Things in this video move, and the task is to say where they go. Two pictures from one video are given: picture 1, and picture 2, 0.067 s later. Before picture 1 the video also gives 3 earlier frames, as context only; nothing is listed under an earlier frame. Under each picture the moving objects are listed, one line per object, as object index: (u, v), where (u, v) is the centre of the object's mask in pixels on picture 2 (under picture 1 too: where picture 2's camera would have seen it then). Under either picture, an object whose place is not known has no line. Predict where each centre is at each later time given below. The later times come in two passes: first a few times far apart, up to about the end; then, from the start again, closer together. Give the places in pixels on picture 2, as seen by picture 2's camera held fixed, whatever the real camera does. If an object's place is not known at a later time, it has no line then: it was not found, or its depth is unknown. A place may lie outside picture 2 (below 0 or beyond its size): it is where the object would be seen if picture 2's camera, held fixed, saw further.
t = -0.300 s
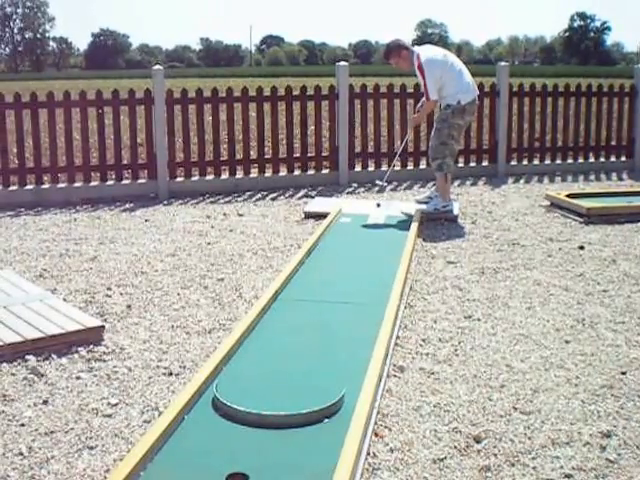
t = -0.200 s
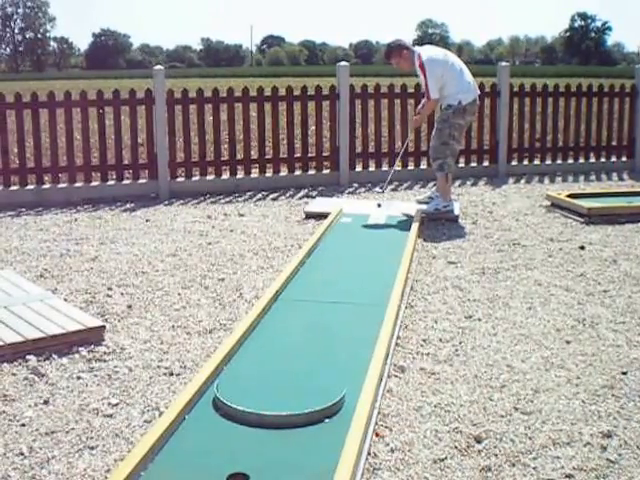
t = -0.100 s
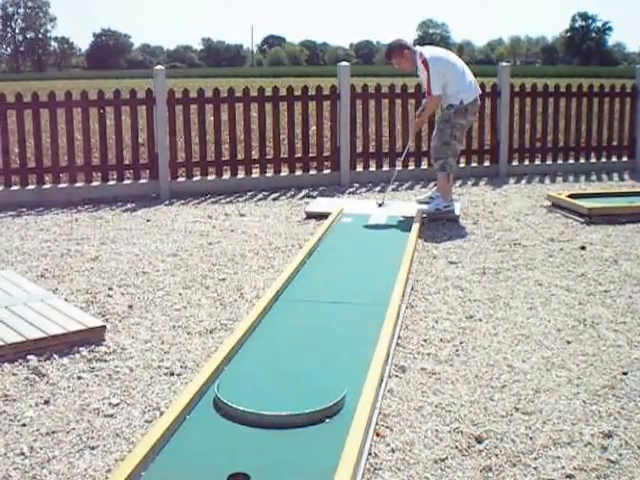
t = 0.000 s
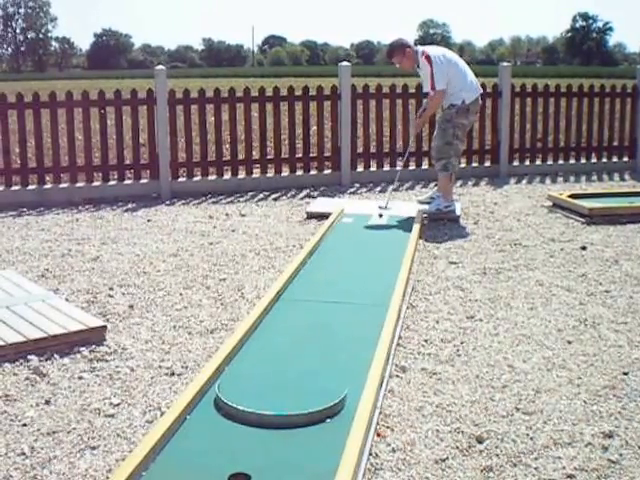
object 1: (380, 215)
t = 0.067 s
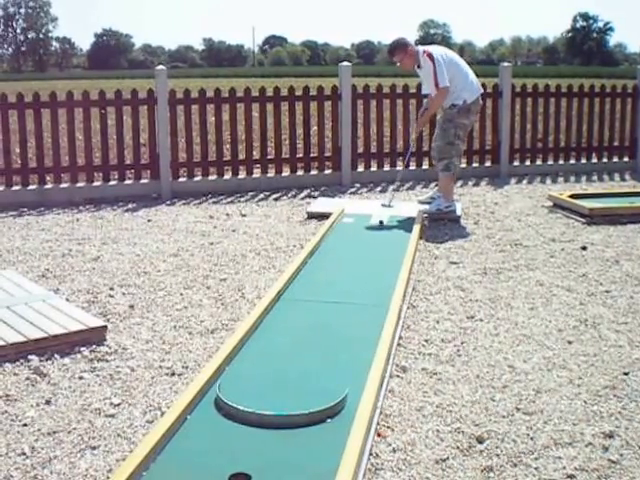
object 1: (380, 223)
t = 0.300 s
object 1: (381, 247)
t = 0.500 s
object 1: (381, 272)
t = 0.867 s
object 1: (376, 336)
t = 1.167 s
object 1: (353, 407)
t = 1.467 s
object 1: (319, 476)
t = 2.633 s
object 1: (124, 506)
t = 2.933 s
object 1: (156, 479)
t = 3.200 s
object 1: (180, 460)
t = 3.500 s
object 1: (200, 442)
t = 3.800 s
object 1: (215, 427)
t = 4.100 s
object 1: (227, 414)
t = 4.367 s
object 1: (216, 414)
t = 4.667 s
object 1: (207, 414)
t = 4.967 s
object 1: (200, 413)
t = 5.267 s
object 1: (195, 413)
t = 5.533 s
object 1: (193, 413)
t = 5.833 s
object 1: (193, 412)
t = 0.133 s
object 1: (380, 228)
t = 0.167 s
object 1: (380, 232)
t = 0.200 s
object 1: (380, 236)
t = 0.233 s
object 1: (381, 240)
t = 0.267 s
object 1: (380, 243)
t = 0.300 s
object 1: (381, 247)
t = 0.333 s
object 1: (381, 251)
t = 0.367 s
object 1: (381, 255)
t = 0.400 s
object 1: (381, 259)
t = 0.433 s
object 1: (381, 263)
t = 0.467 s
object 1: (381, 267)
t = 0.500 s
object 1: (381, 272)
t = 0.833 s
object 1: (379, 329)
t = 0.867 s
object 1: (376, 336)
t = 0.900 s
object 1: (374, 342)
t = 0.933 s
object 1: (371, 350)
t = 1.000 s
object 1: (364, 365)
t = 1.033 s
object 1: (361, 373)
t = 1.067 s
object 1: (358, 381)
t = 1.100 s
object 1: (354, 390)
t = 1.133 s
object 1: (351, 399)
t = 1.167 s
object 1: (353, 407)
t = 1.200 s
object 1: (351, 414)
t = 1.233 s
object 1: (348, 420)
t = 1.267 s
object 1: (344, 427)
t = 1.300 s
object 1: (340, 435)
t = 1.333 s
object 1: (337, 443)
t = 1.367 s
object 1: (332, 450)
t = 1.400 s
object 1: (328, 459)
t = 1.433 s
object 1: (323, 467)
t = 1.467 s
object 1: (319, 476)
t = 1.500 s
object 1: (314, 485)
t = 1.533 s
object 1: (309, 494)
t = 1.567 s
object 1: (304, 499)
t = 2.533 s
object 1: (115, 511)
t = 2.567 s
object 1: (116, 509)
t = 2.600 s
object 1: (121, 507)
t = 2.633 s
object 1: (124, 506)
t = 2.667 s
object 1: (128, 502)
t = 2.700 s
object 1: (132, 499)
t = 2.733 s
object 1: (136, 496)
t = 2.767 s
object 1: (139, 493)
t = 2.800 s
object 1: (143, 490)
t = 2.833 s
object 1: (146, 488)
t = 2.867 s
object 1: (150, 485)
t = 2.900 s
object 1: (153, 482)
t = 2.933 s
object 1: (156, 479)
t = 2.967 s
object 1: (160, 477)
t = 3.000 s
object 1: (163, 474)
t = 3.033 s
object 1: (166, 471)
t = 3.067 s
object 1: (169, 470)
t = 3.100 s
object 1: (172, 467)
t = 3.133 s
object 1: (174, 465)
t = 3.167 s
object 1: (177, 463)
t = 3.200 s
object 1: (180, 460)
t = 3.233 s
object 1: (182, 458)
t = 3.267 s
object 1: (185, 456)
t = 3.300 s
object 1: (187, 454)
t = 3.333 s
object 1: (189, 452)
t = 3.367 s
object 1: (192, 450)
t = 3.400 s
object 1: (194, 448)
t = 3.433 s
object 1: (196, 446)
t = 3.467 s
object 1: (198, 444)
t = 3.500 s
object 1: (200, 442)
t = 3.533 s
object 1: (202, 440)
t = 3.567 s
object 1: (204, 438)
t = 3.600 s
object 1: (205, 437)
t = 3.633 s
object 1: (207, 435)
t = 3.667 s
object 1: (209, 433)
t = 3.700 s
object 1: (211, 432)
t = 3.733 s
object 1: (212, 430)
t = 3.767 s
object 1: (214, 429)
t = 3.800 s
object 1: (215, 427)
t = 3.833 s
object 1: (217, 426)
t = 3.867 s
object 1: (218, 425)
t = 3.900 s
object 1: (219, 423)
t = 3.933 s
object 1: (221, 421)
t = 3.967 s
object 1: (223, 419)
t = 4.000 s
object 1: (224, 418)
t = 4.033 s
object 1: (225, 416)
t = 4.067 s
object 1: (226, 415)
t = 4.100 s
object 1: (227, 414)
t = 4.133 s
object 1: (225, 414)
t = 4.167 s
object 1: (224, 414)
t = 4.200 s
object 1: (223, 414)
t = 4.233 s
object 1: (222, 414)
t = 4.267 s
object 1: (220, 414)
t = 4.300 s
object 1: (219, 414)
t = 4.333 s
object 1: (217, 414)
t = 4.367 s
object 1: (216, 414)
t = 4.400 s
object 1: (215, 414)
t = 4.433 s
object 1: (214, 414)
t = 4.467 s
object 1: (212, 414)
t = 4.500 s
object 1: (212, 414)
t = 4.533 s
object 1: (211, 414)
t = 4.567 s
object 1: (210, 414)
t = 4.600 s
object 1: (209, 414)
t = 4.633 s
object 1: (208, 413)
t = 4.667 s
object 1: (207, 414)
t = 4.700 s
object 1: (206, 413)
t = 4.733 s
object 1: (205, 413)
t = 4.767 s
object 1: (204, 413)
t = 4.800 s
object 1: (204, 413)
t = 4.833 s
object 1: (203, 413)
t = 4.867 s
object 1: (202, 413)
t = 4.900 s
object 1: (201, 412)
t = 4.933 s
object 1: (201, 413)
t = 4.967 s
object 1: (200, 413)
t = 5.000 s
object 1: (200, 413)
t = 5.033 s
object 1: (199, 413)
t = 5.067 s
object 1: (198, 413)
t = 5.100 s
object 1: (198, 413)
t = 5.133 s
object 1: (197, 413)
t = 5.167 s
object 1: (196, 413)
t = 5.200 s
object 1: (196, 413)
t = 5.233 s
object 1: (195, 413)
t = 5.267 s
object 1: (195, 413)
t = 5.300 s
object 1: (195, 413)
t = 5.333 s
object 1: (194, 412)
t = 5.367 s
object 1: (194, 412)
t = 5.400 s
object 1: (194, 412)
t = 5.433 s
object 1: (193, 412)
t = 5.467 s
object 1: (193, 412)
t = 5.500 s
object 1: (193, 413)
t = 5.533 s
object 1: (193, 413)
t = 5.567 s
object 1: (193, 412)
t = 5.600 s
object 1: (193, 412)
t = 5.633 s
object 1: (193, 412)
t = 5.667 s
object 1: (193, 412)
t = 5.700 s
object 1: (193, 412)
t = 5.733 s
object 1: (193, 412)
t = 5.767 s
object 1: (193, 412)
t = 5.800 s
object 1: (193, 412)
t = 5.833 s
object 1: (193, 412)
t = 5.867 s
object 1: (193, 412)
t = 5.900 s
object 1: (193, 412)
